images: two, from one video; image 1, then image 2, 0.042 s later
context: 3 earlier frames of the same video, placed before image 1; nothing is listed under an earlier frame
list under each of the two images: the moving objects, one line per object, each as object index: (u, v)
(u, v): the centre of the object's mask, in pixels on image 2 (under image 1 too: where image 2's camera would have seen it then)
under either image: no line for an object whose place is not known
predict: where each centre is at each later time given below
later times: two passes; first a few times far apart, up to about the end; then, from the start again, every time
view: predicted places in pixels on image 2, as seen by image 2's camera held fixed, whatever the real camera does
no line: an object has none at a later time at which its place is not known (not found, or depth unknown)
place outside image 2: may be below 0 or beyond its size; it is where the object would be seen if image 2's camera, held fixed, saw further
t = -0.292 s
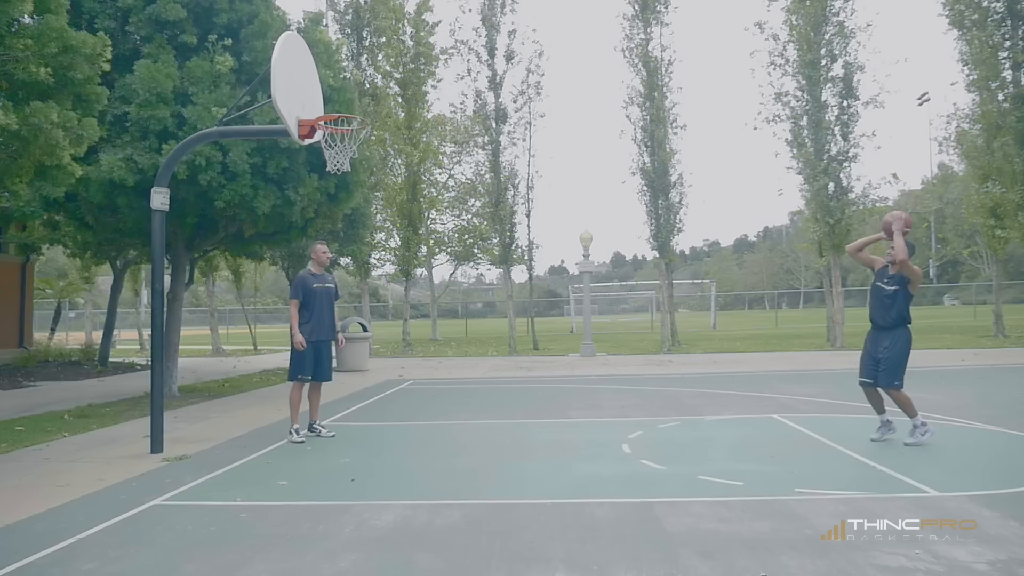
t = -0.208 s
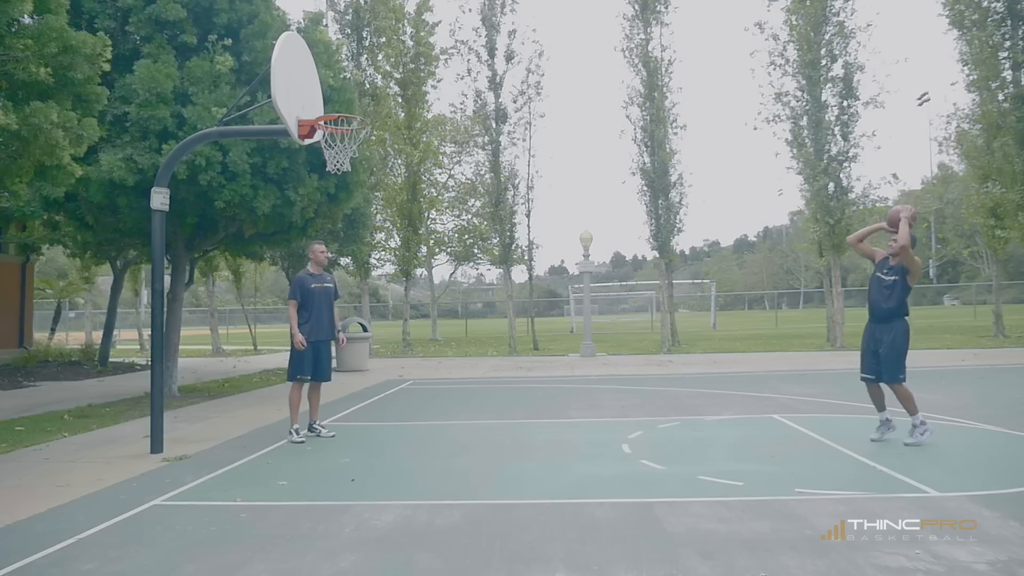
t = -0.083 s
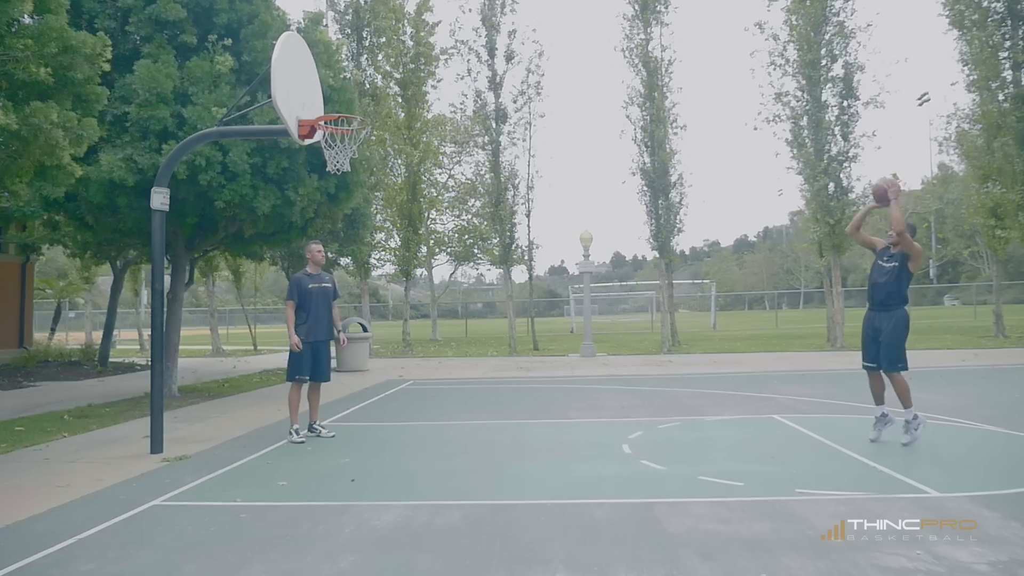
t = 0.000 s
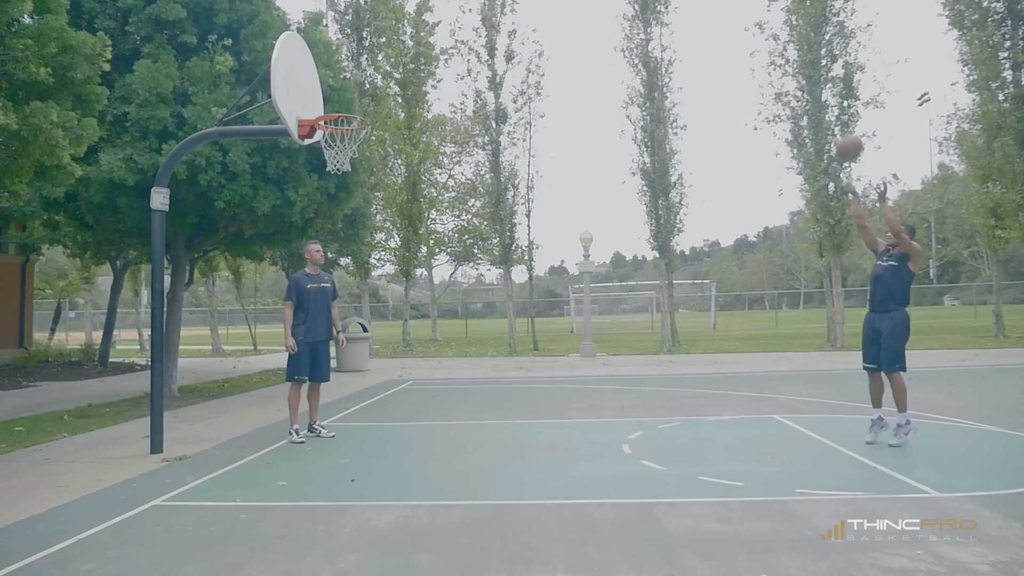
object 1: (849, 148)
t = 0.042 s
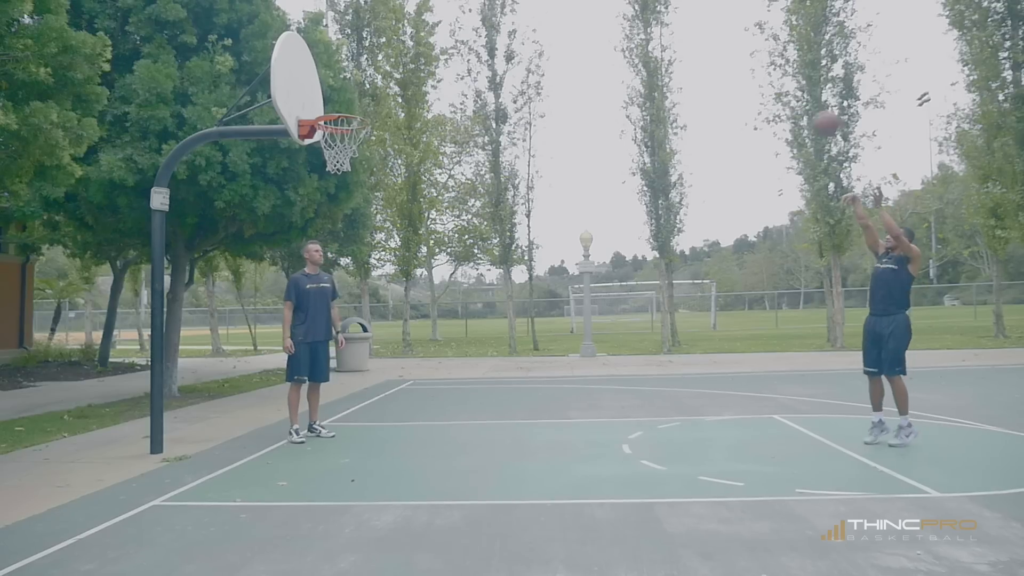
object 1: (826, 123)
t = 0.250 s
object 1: (717, 40)
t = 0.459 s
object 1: (611, 7)
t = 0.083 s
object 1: (805, 104)
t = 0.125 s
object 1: (782, 85)
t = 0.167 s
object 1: (760, 68)
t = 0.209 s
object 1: (738, 53)
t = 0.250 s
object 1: (717, 40)
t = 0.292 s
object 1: (695, 29)
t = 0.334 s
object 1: (673, 20)
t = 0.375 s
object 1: (653, 12)
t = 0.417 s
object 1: (633, 9)
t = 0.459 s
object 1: (611, 7)
